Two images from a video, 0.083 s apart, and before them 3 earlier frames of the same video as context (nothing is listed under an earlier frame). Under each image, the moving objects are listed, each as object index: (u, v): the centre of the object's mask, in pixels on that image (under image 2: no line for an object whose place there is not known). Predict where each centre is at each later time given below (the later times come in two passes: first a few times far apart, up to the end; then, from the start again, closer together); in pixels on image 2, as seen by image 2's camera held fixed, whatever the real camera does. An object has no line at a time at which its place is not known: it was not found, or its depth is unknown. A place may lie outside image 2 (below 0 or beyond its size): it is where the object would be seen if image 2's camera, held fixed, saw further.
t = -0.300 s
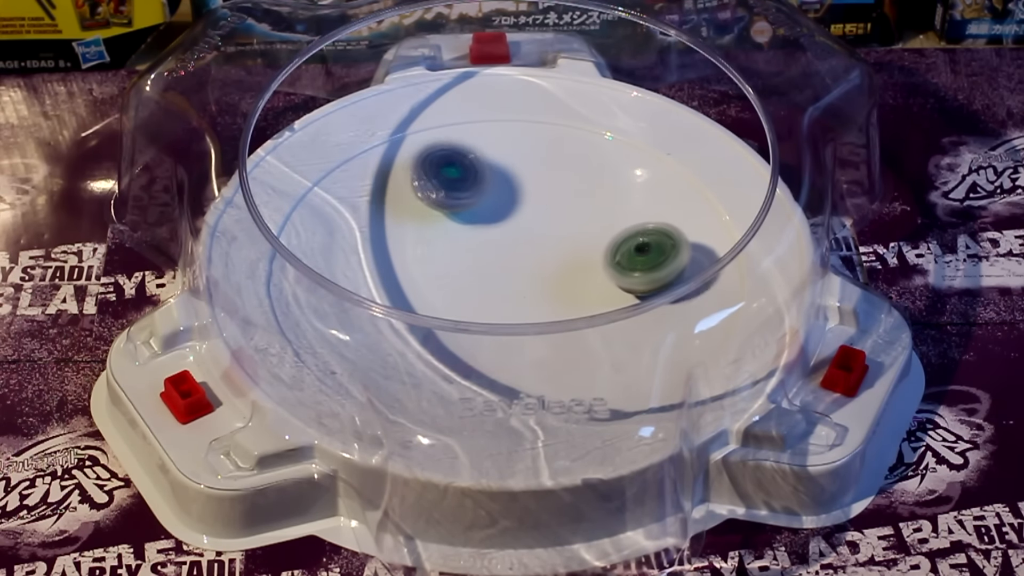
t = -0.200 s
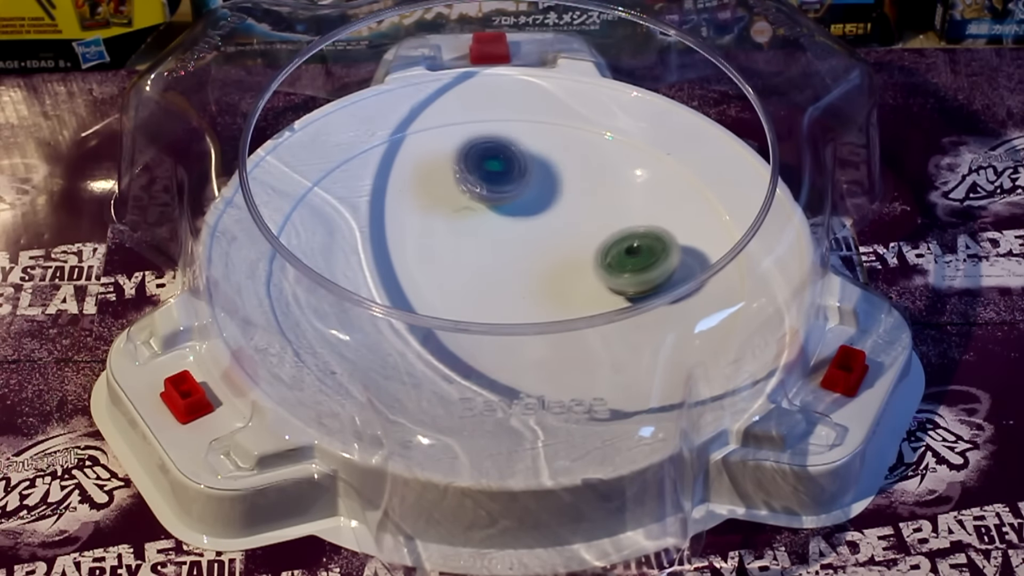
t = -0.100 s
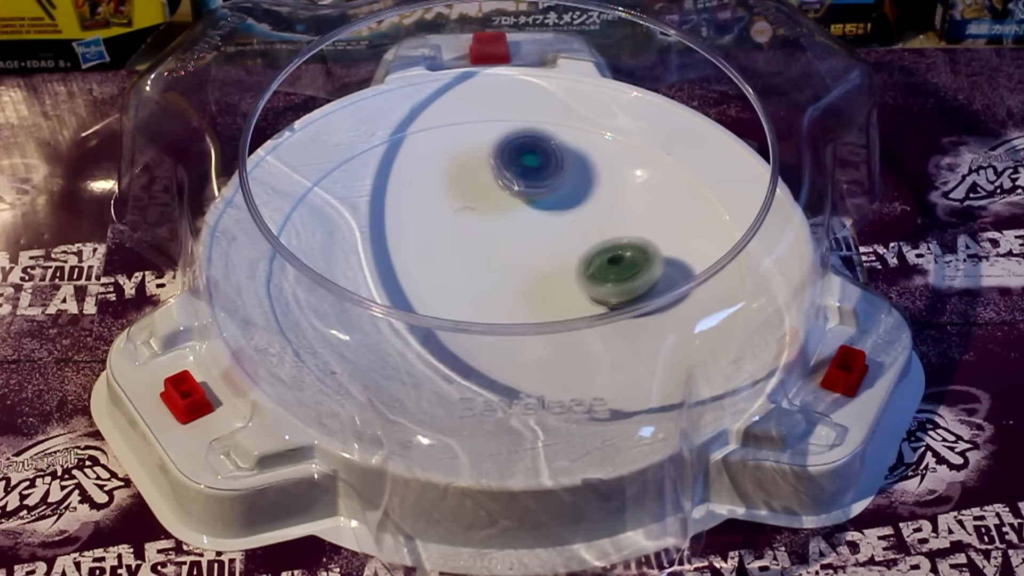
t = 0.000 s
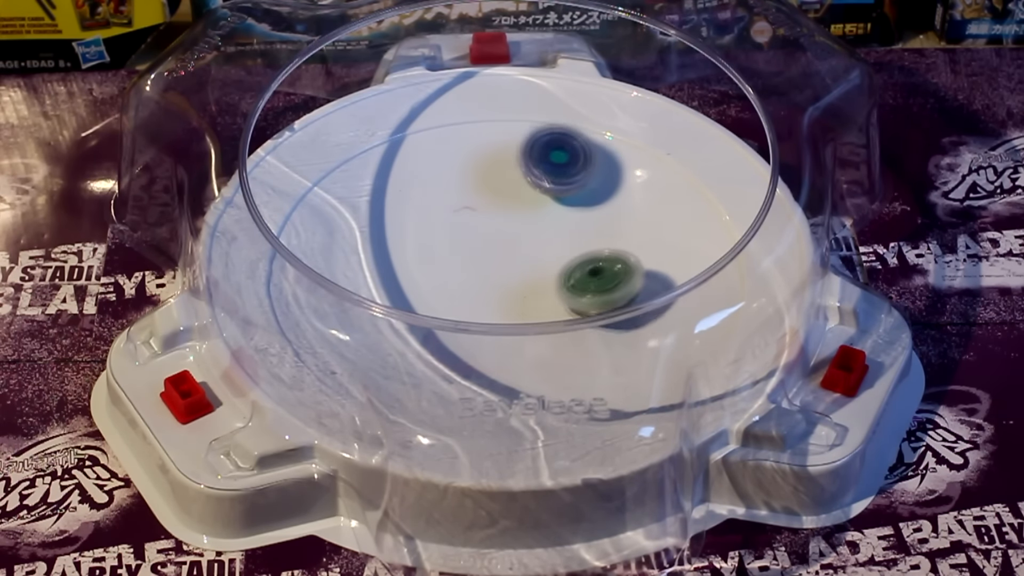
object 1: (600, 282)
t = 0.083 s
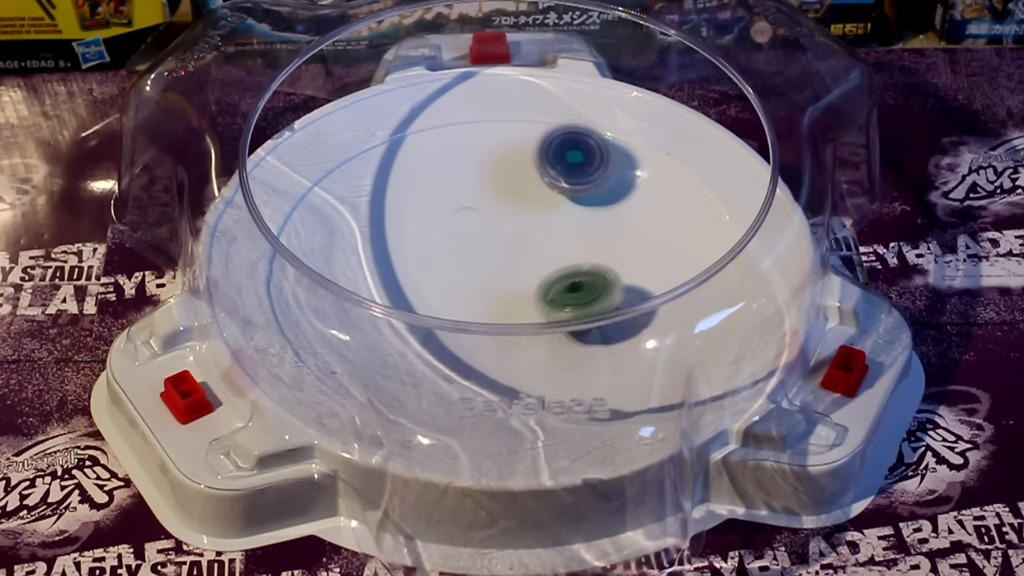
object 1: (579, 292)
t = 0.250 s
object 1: (545, 322)
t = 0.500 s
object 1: (516, 339)
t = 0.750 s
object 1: (503, 339)
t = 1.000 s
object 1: (478, 321)
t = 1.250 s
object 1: (446, 289)
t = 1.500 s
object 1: (418, 269)
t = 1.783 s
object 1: (445, 251)
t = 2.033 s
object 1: (354, 196)
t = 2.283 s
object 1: (394, 217)
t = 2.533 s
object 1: (371, 141)
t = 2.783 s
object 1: (409, 181)
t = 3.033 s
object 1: (491, 181)
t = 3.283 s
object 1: (524, 147)
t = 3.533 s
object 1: (554, 173)
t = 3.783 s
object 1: (607, 184)
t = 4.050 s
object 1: (615, 235)
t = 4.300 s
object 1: (600, 286)
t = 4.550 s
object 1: (669, 290)
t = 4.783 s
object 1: (619, 298)
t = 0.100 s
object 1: (576, 294)
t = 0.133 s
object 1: (567, 298)
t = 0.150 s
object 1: (564, 299)
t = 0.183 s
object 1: (556, 311)
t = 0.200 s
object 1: (553, 314)
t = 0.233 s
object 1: (547, 320)
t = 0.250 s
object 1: (545, 322)
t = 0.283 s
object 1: (539, 324)
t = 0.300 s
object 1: (536, 324)
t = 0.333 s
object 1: (533, 335)
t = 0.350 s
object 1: (531, 335)
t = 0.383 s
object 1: (527, 335)
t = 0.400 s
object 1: (525, 336)
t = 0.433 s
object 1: (522, 338)
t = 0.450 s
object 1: (519, 338)
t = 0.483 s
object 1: (517, 339)
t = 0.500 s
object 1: (516, 339)
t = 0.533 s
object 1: (514, 340)
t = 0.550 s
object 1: (513, 340)
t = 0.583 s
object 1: (511, 340)
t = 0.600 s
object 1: (511, 340)
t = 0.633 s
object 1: (509, 340)
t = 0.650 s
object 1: (509, 340)
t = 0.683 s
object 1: (507, 340)
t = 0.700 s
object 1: (507, 340)
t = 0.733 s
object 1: (505, 340)
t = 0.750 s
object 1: (503, 339)
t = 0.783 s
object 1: (499, 339)
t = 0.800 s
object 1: (497, 338)
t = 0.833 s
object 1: (492, 337)
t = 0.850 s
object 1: (491, 336)
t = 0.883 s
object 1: (486, 334)
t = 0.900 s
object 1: (485, 334)
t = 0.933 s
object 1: (483, 324)
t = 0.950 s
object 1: (482, 324)
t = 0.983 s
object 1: (479, 323)
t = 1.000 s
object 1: (478, 321)
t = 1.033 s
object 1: (476, 317)
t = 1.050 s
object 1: (475, 315)
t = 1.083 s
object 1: (473, 311)
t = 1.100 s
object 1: (473, 303)
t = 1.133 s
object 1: (469, 301)
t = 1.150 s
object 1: (467, 299)
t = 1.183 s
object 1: (461, 297)
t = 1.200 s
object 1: (457, 295)
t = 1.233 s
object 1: (450, 291)
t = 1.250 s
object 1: (446, 289)
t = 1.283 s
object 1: (437, 284)
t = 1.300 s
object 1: (434, 282)
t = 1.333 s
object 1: (429, 279)
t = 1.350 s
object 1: (426, 278)
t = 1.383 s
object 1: (422, 276)
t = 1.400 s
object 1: (421, 274)
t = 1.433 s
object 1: (418, 272)
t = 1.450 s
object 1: (417, 271)
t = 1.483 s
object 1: (418, 270)
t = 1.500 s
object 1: (418, 269)
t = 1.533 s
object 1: (419, 267)
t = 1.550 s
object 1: (420, 266)
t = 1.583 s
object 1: (422, 263)
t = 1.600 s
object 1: (424, 261)
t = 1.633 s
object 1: (427, 258)
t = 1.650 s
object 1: (428, 257)
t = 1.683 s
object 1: (432, 255)
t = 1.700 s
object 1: (434, 254)
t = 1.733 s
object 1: (438, 252)
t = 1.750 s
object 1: (440, 252)
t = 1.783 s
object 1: (445, 251)
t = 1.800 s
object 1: (448, 251)
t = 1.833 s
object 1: (446, 248)
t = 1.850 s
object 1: (427, 237)
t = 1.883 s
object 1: (397, 218)
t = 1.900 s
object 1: (386, 211)
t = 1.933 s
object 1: (369, 199)
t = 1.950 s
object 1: (364, 196)
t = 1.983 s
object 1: (358, 194)
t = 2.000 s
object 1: (355, 194)
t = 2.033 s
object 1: (354, 196)
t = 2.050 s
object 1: (355, 198)
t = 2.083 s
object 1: (358, 202)
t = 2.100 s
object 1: (359, 204)
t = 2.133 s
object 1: (362, 208)
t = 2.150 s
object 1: (365, 209)
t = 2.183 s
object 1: (371, 212)
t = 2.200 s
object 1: (374, 214)
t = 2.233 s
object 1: (381, 216)
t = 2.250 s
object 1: (385, 216)
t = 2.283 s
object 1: (394, 217)
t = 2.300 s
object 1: (398, 217)
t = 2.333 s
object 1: (408, 218)
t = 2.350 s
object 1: (411, 218)
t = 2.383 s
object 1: (420, 219)
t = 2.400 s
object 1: (424, 219)
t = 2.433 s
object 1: (420, 209)
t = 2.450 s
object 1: (407, 194)
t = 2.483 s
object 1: (386, 166)
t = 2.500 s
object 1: (379, 156)
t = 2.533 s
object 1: (371, 141)
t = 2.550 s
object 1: (368, 136)
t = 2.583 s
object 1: (367, 135)
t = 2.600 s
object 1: (369, 138)
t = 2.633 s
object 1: (374, 145)
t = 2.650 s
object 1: (376, 149)
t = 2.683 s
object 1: (381, 156)
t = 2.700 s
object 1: (385, 161)
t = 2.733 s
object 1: (393, 169)
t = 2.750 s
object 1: (398, 173)
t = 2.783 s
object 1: (409, 181)
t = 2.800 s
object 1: (414, 185)
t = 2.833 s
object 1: (427, 191)
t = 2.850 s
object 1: (433, 194)
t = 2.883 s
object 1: (446, 197)
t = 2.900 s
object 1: (452, 198)
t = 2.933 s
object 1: (464, 199)
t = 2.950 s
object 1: (470, 199)
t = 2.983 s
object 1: (481, 199)
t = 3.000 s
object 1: (487, 198)
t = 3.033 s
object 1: (491, 181)
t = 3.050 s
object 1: (495, 175)
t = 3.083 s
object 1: (501, 167)
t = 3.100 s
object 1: (504, 164)
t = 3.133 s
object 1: (511, 158)
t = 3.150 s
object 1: (513, 155)
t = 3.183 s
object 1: (518, 151)
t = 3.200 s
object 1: (520, 149)
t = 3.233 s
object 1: (522, 147)
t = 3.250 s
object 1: (523, 146)
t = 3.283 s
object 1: (524, 147)
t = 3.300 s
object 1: (525, 148)
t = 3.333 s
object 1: (526, 151)
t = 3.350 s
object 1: (527, 153)
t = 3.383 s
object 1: (529, 156)
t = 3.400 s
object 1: (531, 157)
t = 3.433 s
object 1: (536, 161)
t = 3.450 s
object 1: (539, 162)
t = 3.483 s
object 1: (545, 167)
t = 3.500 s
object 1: (548, 169)
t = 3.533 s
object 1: (554, 173)
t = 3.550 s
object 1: (557, 175)
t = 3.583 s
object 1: (563, 180)
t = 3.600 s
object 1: (566, 182)
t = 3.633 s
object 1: (571, 187)
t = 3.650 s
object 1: (573, 189)
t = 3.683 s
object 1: (580, 190)
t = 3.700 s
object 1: (585, 186)
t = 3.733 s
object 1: (597, 181)
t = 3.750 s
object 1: (601, 181)
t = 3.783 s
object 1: (607, 184)
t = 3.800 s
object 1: (609, 186)
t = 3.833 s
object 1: (611, 191)
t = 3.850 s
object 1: (612, 194)
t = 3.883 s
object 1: (614, 200)
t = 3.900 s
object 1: (614, 203)
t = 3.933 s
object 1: (615, 210)
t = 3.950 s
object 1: (616, 213)
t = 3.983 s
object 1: (616, 220)
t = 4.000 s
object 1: (616, 224)
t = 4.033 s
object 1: (615, 231)
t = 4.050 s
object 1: (615, 235)
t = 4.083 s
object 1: (614, 242)
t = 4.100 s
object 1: (613, 246)
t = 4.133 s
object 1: (611, 253)
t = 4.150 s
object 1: (611, 257)
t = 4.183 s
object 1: (609, 264)
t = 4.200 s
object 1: (608, 268)
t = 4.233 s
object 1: (605, 275)
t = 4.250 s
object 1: (604, 278)
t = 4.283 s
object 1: (601, 284)
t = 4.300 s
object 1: (600, 286)
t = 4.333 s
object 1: (617, 284)
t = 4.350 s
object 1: (633, 282)
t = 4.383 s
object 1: (657, 286)
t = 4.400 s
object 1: (666, 287)
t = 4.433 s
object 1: (674, 288)
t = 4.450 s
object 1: (675, 288)
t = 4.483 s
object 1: (674, 289)
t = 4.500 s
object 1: (674, 289)
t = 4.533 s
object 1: (671, 290)
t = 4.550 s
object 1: (669, 290)
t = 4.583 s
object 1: (665, 291)
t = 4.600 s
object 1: (662, 291)
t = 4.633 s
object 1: (656, 292)
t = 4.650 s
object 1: (652, 292)
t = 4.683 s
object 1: (644, 293)
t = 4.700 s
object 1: (641, 294)
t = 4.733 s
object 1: (632, 295)
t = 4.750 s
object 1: (628, 296)
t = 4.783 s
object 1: (619, 298)
